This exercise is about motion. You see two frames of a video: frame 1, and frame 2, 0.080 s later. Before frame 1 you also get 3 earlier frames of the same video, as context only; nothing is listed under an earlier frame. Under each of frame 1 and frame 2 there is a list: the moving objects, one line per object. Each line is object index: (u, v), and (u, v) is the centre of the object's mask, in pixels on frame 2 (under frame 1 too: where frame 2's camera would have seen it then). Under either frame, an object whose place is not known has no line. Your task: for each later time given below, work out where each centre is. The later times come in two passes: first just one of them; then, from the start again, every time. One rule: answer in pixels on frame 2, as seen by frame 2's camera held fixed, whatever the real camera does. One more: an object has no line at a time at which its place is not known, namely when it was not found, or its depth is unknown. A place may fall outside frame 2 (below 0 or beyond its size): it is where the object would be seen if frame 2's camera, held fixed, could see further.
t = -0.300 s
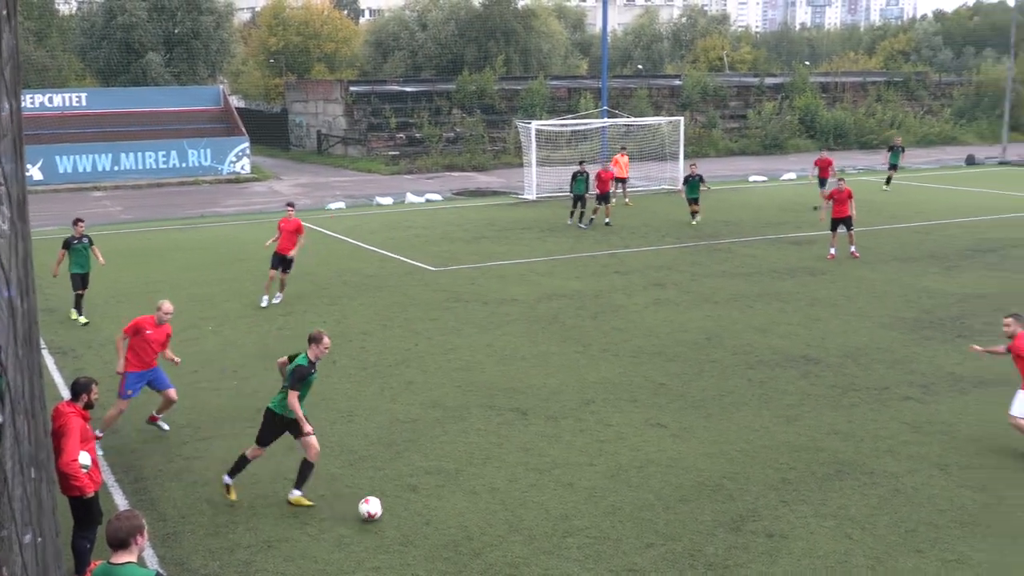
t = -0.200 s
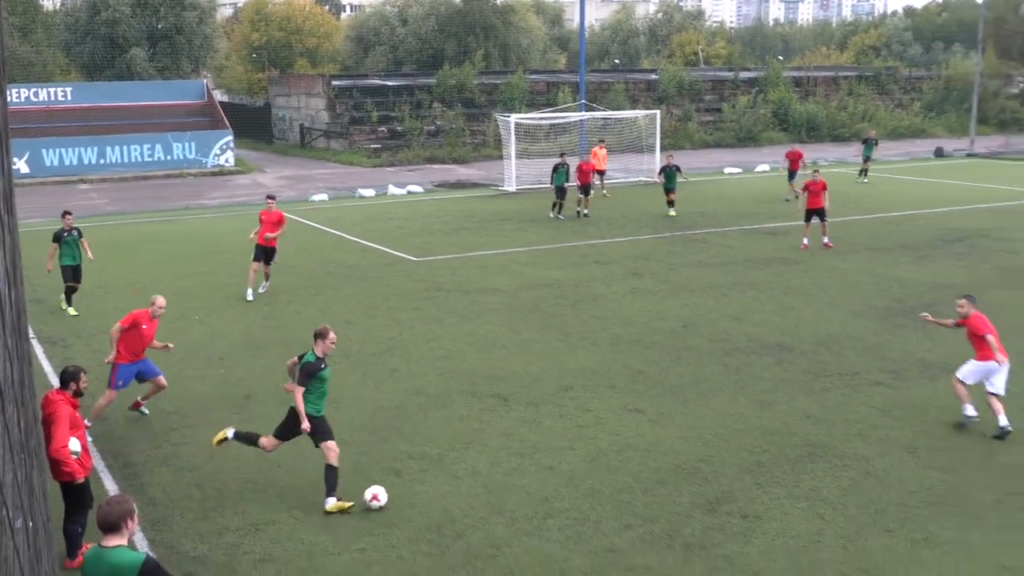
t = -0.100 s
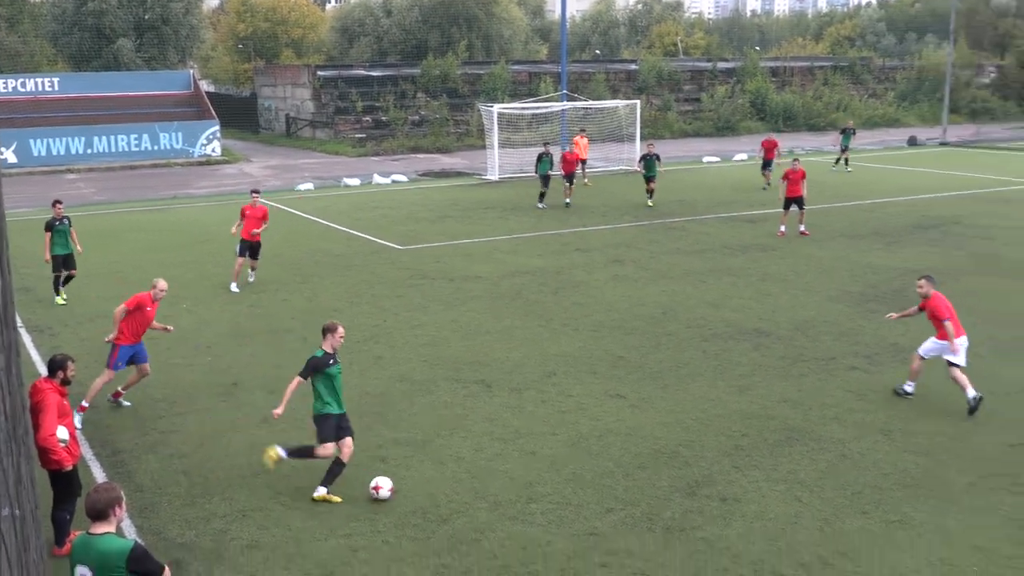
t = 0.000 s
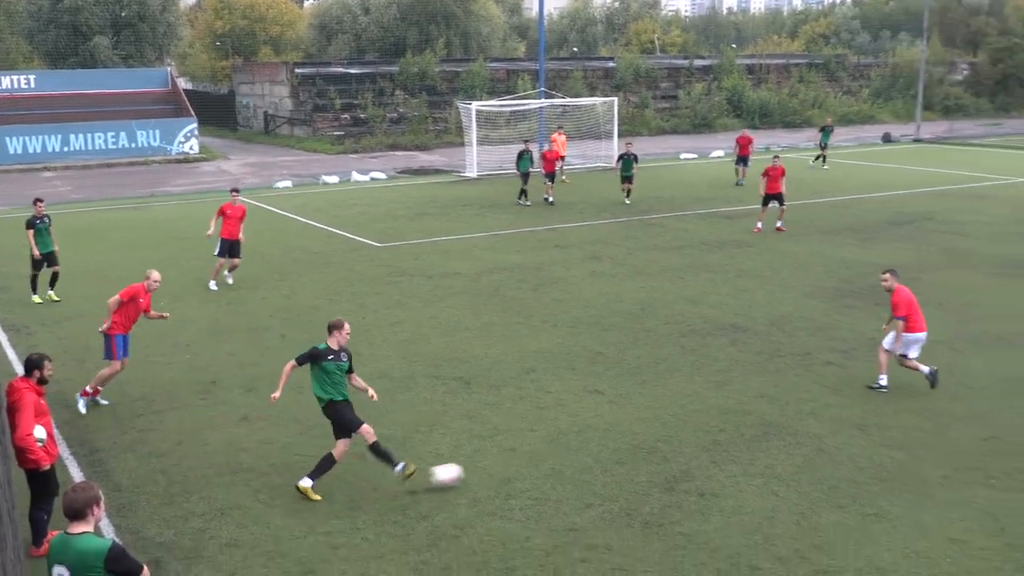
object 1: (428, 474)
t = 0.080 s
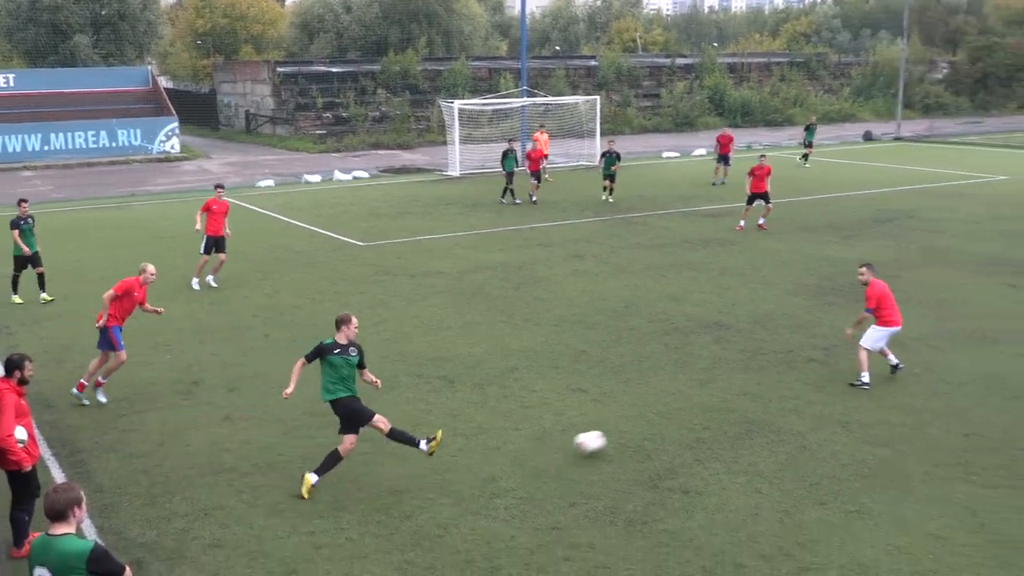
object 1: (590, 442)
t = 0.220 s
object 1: (816, 400)
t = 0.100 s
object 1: (627, 435)
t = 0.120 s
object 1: (662, 430)
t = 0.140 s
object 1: (696, 425)
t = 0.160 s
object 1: (729, 420)
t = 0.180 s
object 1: (759, 414)
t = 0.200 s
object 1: (788, 407)
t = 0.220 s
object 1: (816, 400)
